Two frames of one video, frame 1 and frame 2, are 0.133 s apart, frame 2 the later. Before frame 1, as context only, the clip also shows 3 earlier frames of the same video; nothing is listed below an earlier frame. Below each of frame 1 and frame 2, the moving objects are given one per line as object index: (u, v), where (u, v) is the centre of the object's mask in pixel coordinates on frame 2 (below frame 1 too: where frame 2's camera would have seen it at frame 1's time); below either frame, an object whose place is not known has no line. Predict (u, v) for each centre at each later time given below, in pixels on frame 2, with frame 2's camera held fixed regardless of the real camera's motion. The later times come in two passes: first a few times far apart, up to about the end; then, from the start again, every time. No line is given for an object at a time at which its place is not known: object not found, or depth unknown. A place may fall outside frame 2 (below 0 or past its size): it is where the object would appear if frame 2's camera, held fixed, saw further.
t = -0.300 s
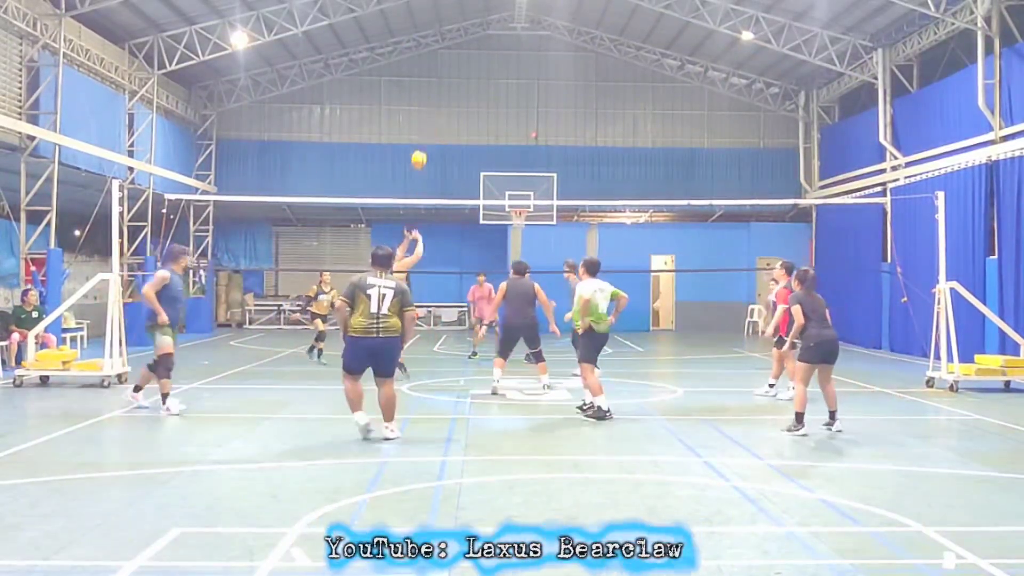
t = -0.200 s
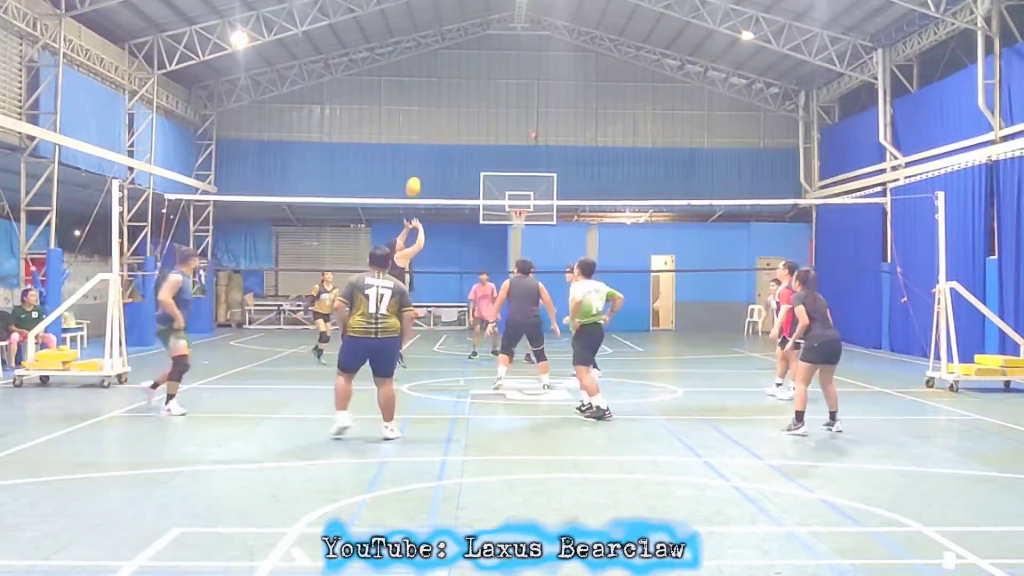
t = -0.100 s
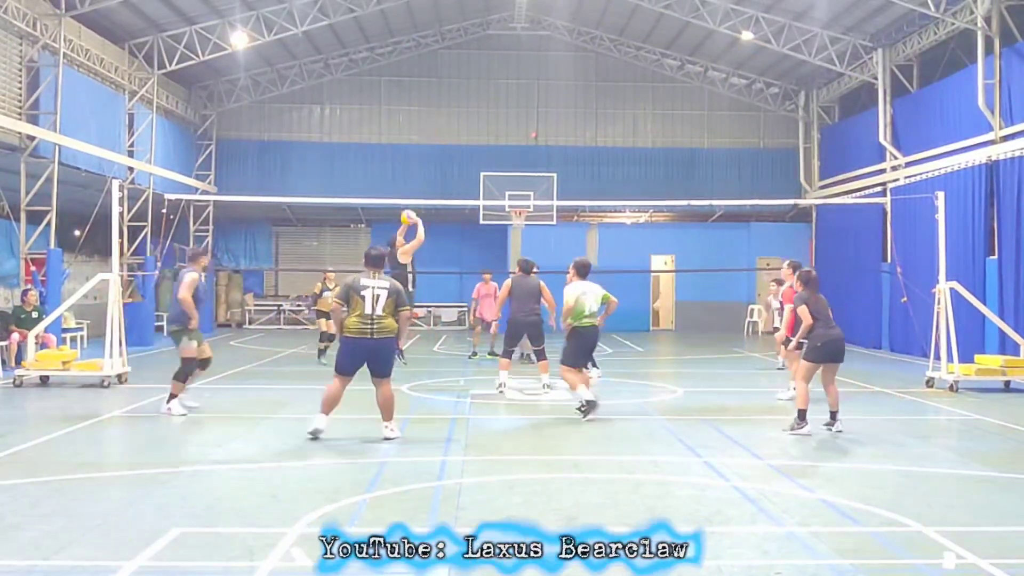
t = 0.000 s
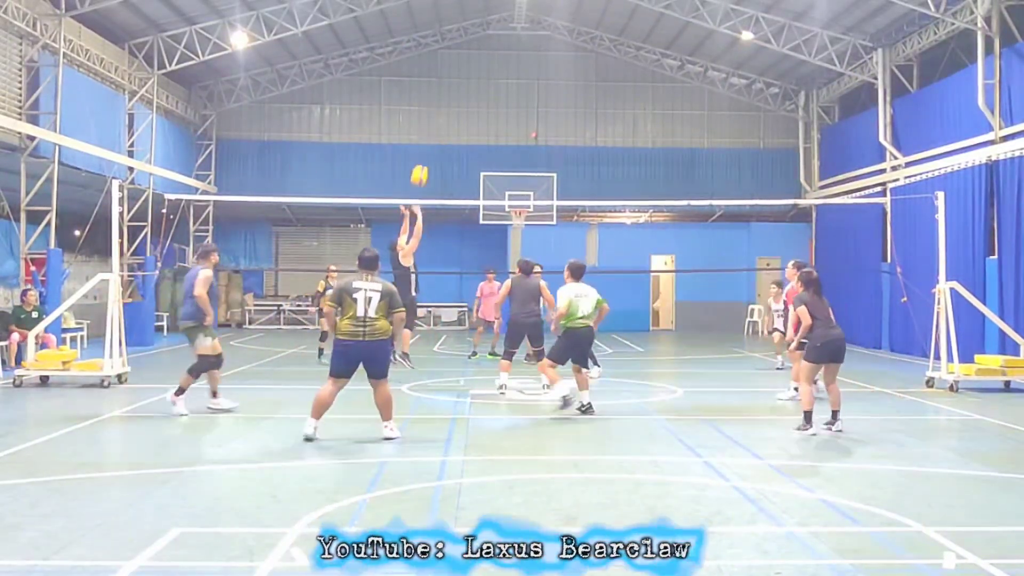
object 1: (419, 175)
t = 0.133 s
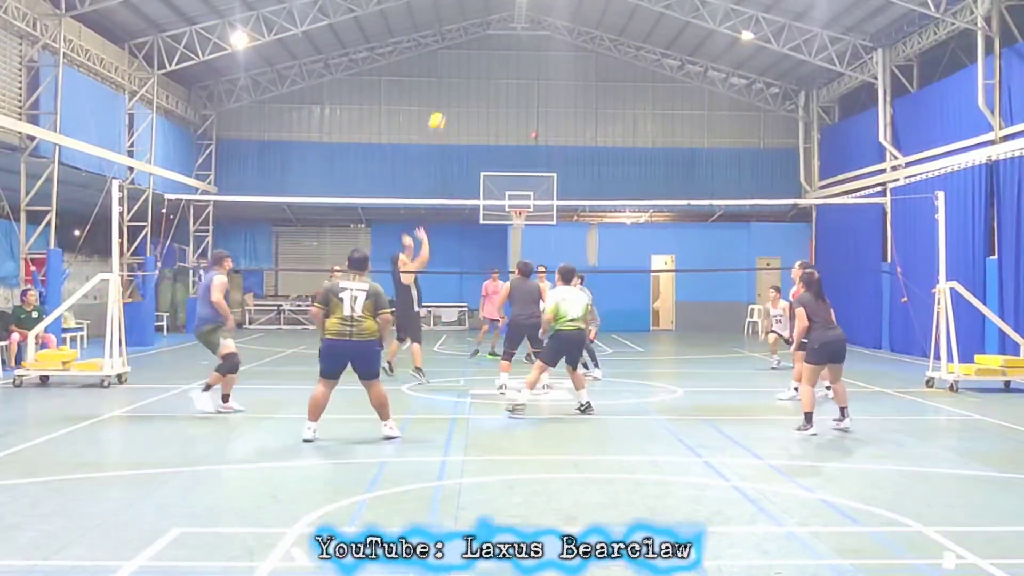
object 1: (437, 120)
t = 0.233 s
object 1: (449, 91)
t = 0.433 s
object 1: (473, 52)
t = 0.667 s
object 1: (501, 41)
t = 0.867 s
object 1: (525, 62)
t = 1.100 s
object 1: (551, 120)
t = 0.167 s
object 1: (440, 111)
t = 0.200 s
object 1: (444, 101)
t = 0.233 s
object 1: (449, 91)
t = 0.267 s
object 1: (453, 83)
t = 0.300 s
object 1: (457, 75)
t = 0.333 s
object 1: (461, 68)
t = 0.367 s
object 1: (465, 62)
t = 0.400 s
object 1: (469, 57)
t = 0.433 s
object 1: (473, 52)
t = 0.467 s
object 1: (477, 48)
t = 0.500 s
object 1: (481, 45)
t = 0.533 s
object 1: (485, 42)
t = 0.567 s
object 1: (489, 41)
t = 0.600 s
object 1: (493, 40)
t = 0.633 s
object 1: (497, 40)
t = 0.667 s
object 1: (501, 41)
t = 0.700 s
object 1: (505, 42)
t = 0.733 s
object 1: (509, 45)
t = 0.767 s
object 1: (513, 48)
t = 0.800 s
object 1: (517, 52)
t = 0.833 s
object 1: (521, 57)
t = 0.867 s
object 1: (525, 62)
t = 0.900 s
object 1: (528, 69)
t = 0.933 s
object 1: (532, 76)
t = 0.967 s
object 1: (536, 83)
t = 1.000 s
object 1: (540, 92)
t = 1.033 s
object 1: (543, 101)
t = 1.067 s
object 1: (547, 110)
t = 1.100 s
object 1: (551, 120)
